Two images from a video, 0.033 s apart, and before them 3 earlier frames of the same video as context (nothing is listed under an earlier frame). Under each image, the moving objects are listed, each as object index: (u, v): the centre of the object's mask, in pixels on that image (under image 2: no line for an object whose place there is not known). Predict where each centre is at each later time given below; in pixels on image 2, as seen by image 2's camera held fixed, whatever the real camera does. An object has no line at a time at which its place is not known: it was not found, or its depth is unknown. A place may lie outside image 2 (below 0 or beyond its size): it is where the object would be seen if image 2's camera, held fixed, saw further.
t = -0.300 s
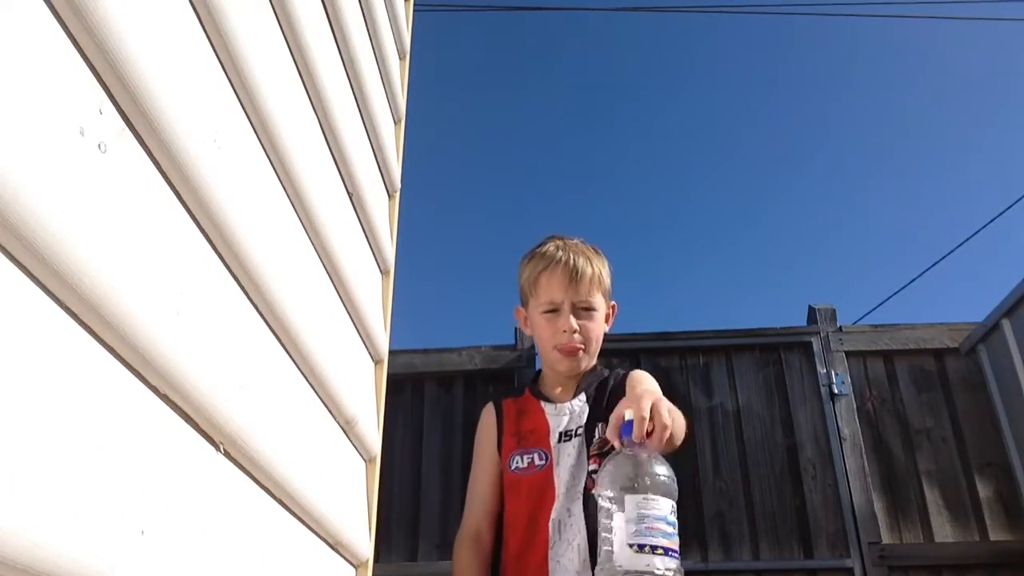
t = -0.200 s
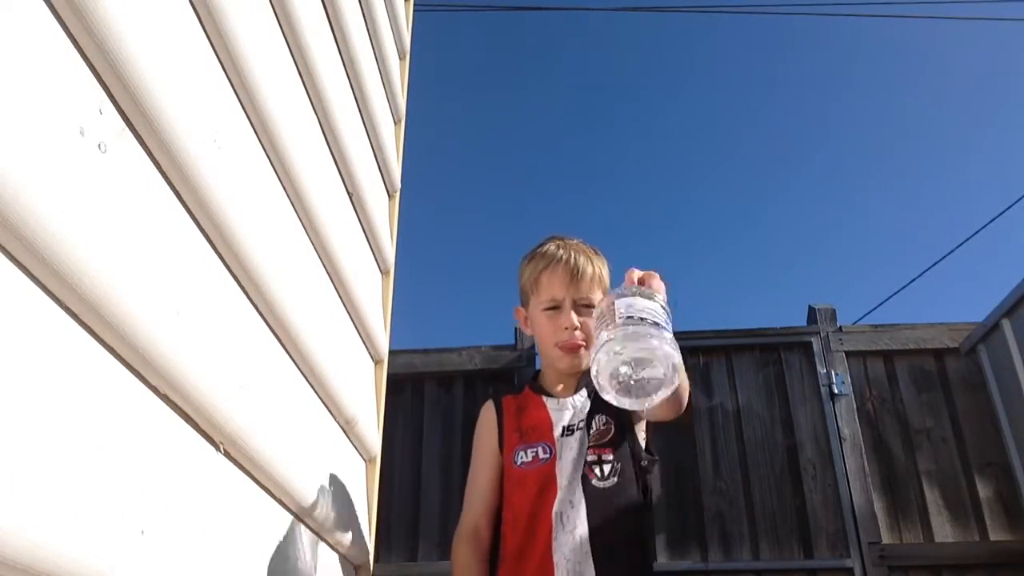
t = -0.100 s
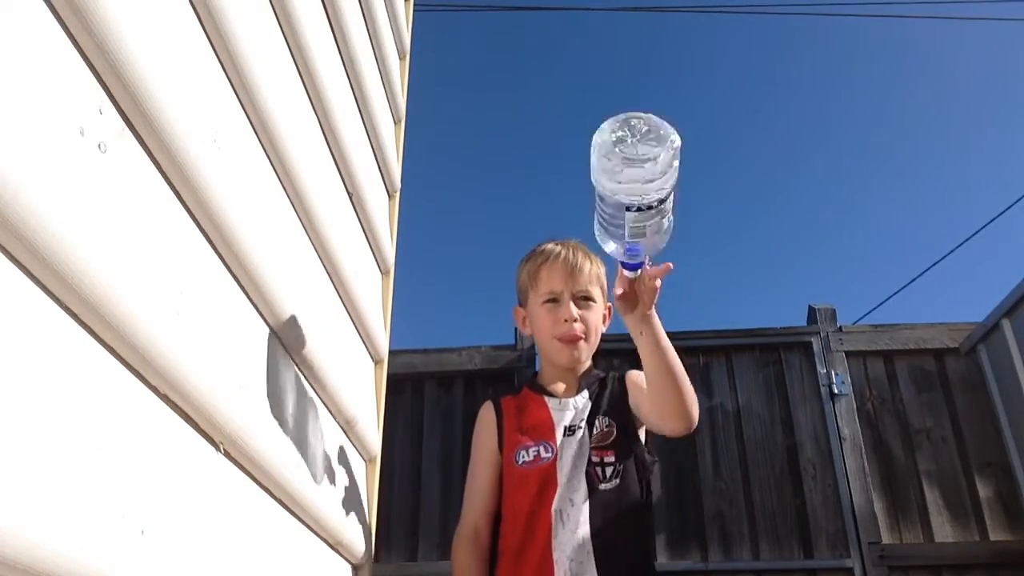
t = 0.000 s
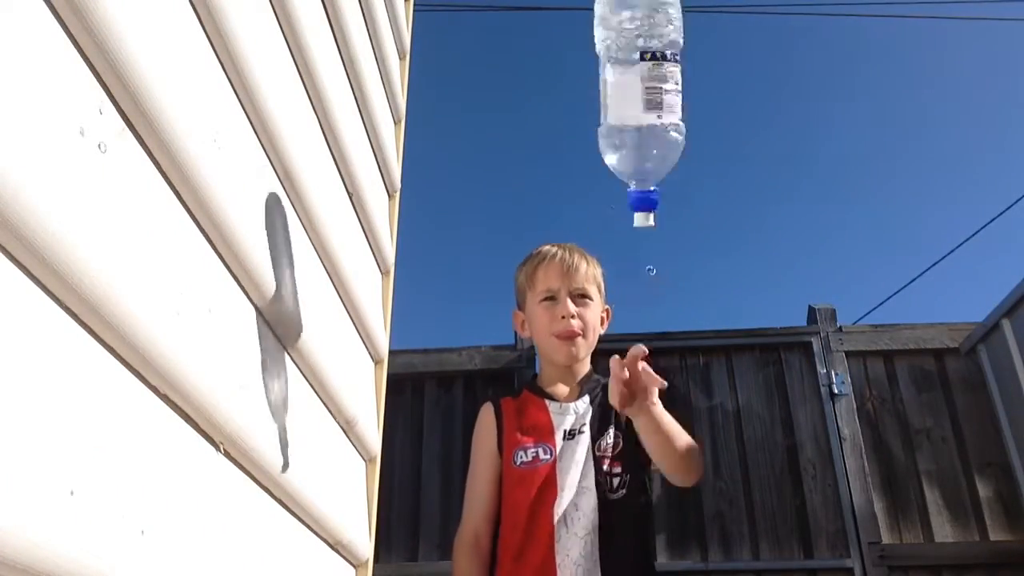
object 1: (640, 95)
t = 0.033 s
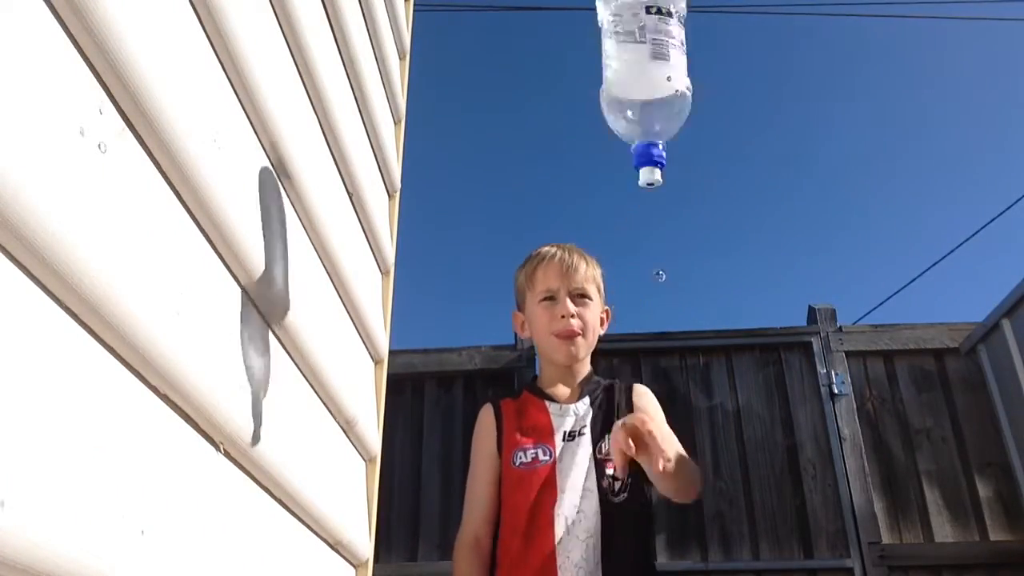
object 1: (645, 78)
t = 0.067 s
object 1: (651, 54)
